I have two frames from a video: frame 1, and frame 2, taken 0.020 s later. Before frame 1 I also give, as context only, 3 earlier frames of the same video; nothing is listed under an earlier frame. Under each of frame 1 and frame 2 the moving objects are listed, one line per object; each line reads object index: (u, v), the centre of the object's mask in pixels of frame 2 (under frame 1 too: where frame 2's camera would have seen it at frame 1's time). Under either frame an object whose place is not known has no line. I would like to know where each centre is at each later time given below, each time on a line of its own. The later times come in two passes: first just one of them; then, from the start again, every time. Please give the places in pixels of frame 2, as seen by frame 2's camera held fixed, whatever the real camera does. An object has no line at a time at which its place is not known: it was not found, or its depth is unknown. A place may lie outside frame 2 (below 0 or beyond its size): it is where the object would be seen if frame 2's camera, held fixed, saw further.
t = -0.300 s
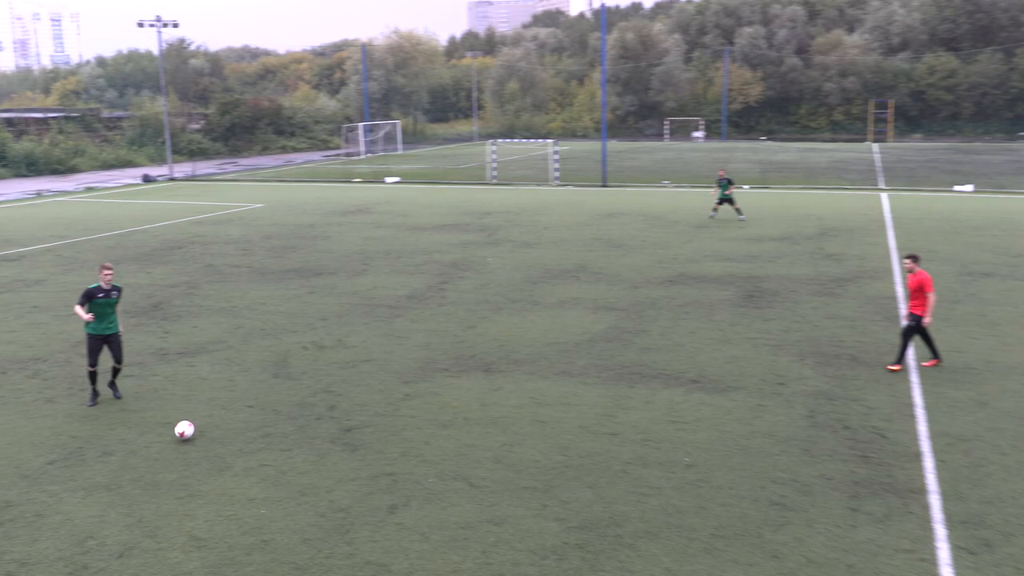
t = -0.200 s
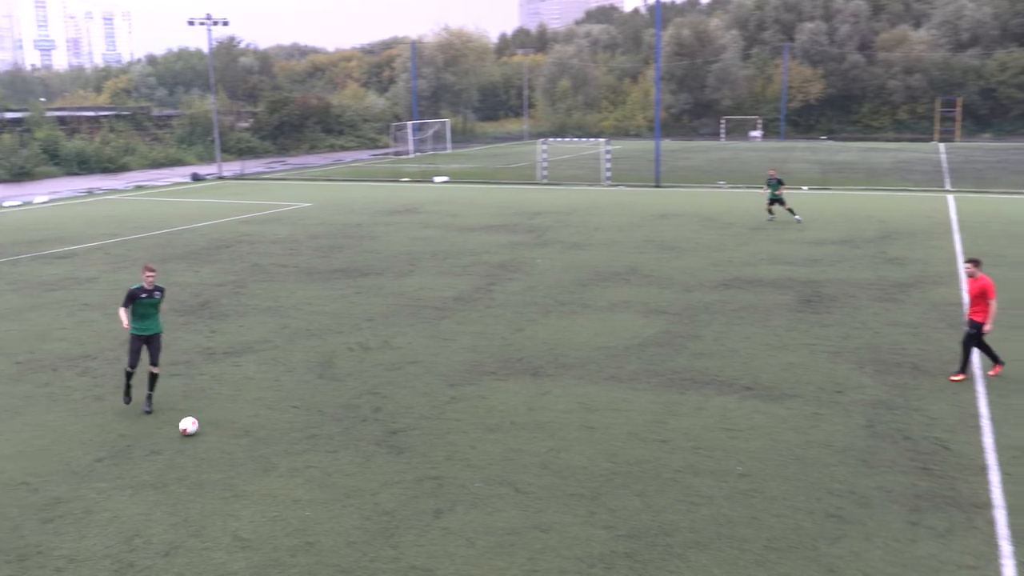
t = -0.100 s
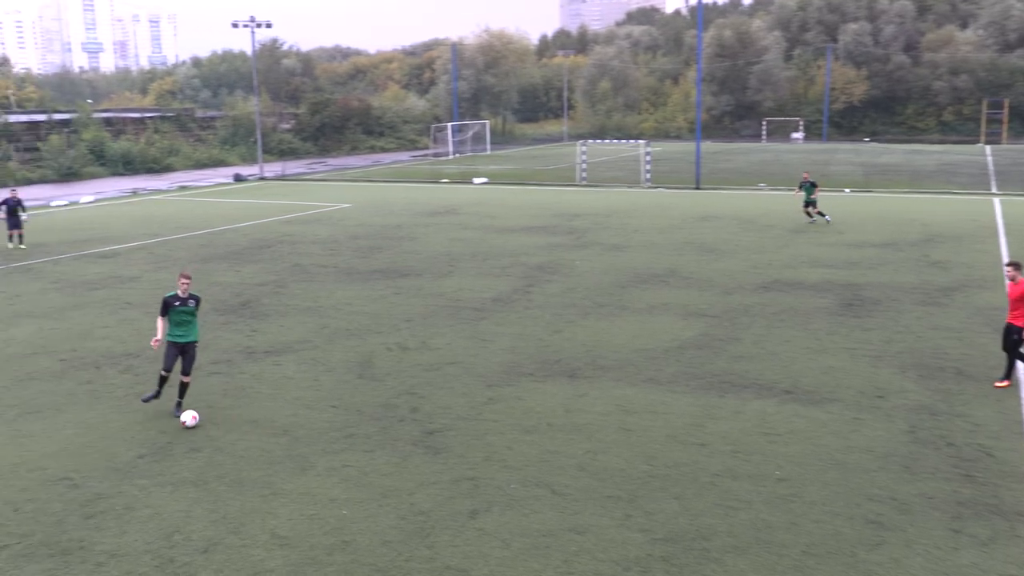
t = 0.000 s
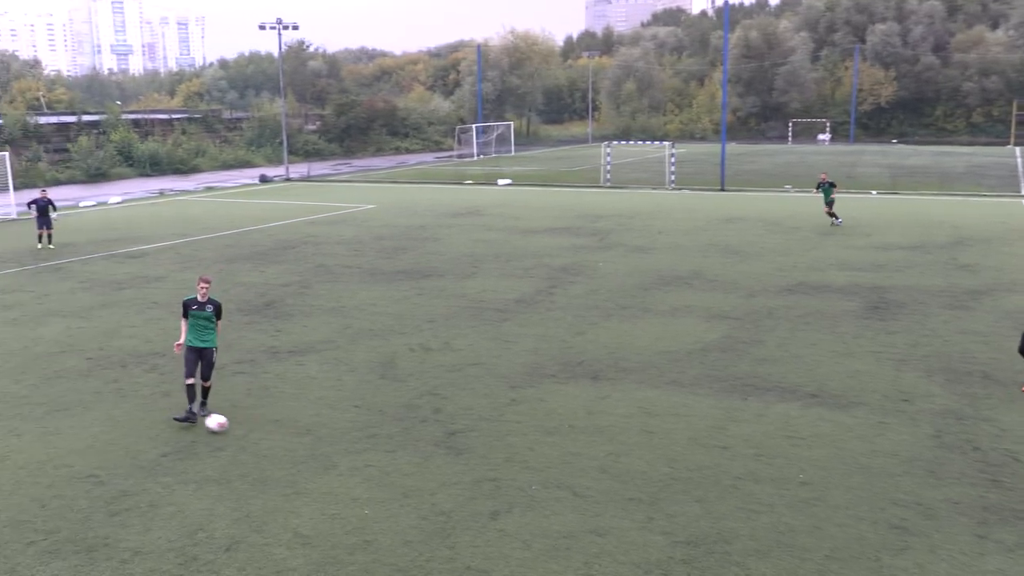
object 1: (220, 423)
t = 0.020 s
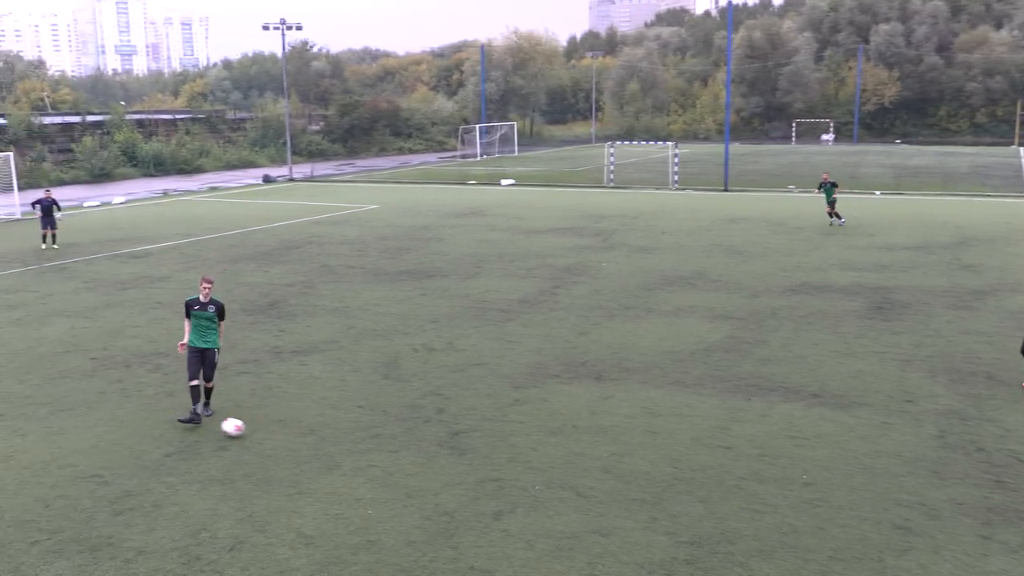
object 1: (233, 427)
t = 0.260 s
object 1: (415, 492)
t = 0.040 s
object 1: (247, 432)
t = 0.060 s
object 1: (260, 437)
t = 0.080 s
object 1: (274, 442)
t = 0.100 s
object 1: (288, 447)
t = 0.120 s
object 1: (303, 452)
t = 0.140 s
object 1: (318, 457)
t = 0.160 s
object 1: (333, 462)
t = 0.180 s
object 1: (348, 468)
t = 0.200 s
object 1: (364, 475)
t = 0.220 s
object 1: (381, 481)
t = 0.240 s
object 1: (398, 487)
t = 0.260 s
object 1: (415, 492)
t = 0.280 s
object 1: (433, 498)
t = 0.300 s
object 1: (451, 505)
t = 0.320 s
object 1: (471, 512)
